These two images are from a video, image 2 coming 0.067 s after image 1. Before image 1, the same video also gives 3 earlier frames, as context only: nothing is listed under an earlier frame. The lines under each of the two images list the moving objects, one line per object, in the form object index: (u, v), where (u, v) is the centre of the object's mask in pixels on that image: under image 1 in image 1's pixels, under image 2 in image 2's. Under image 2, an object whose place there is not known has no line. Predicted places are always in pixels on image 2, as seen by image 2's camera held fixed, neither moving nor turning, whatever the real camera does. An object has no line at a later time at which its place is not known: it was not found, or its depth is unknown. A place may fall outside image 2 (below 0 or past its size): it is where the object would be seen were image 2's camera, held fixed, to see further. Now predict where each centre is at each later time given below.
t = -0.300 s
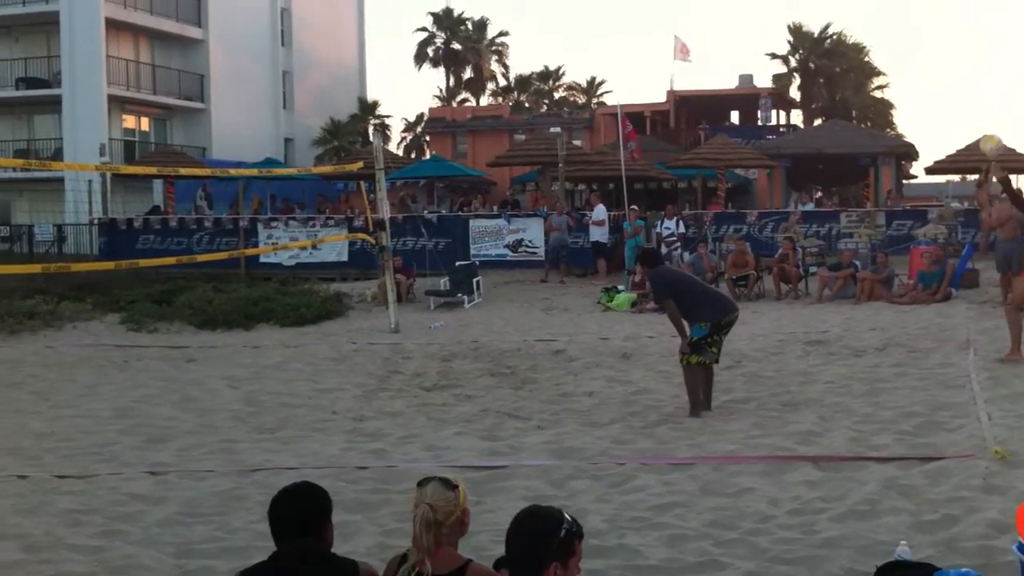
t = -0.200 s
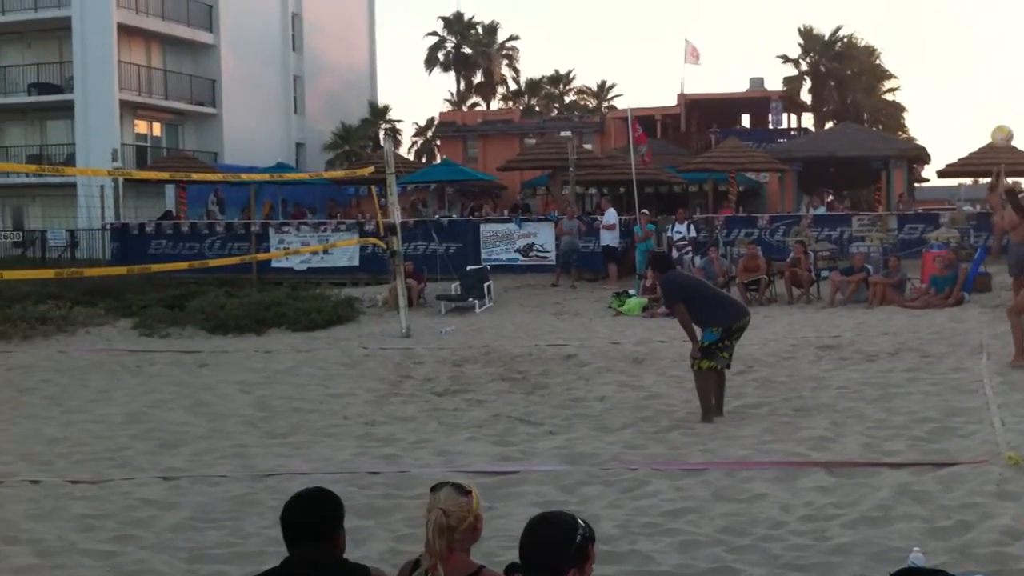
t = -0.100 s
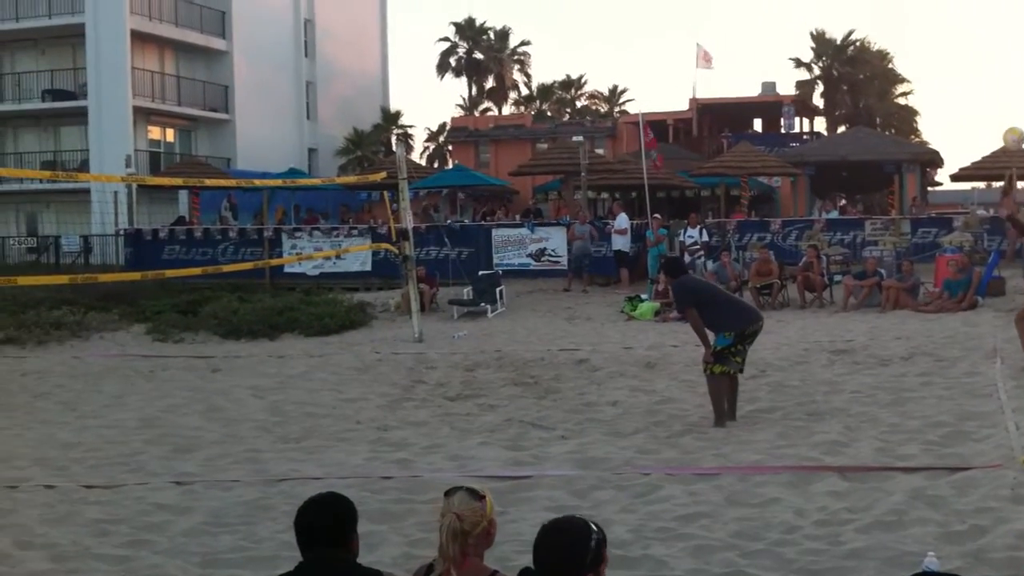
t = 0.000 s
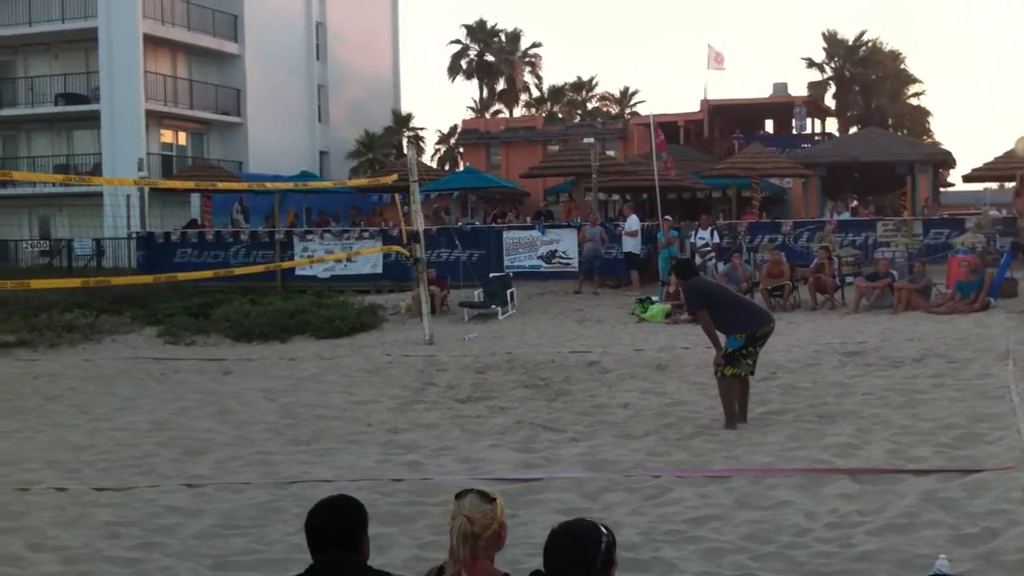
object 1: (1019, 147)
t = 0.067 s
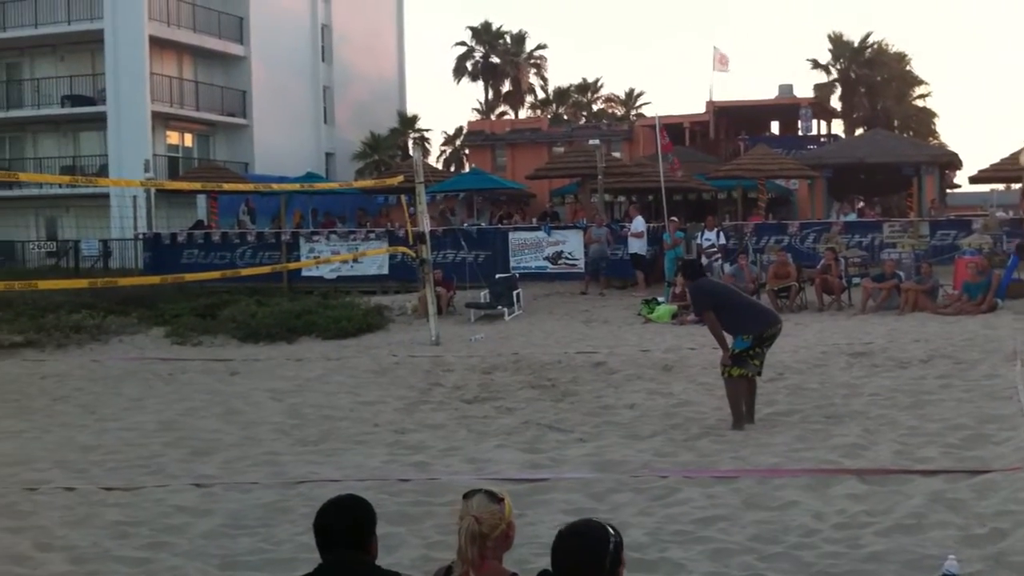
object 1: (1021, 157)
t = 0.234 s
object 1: (850, 98)
